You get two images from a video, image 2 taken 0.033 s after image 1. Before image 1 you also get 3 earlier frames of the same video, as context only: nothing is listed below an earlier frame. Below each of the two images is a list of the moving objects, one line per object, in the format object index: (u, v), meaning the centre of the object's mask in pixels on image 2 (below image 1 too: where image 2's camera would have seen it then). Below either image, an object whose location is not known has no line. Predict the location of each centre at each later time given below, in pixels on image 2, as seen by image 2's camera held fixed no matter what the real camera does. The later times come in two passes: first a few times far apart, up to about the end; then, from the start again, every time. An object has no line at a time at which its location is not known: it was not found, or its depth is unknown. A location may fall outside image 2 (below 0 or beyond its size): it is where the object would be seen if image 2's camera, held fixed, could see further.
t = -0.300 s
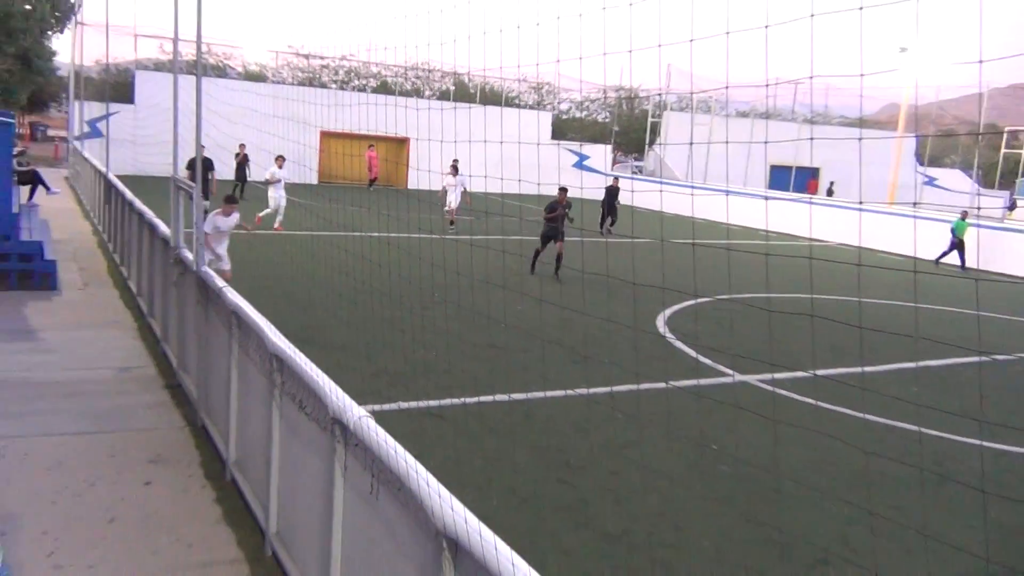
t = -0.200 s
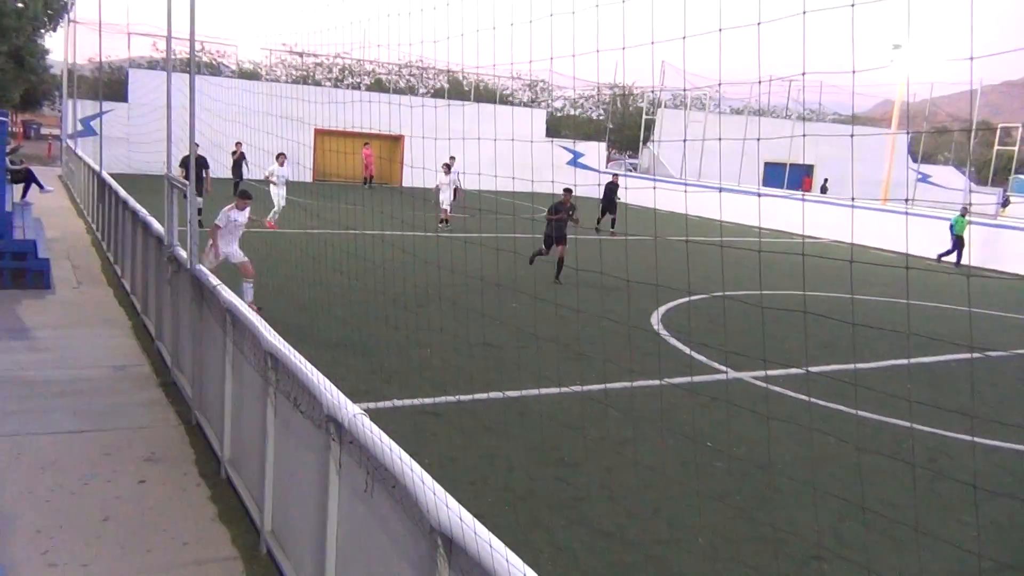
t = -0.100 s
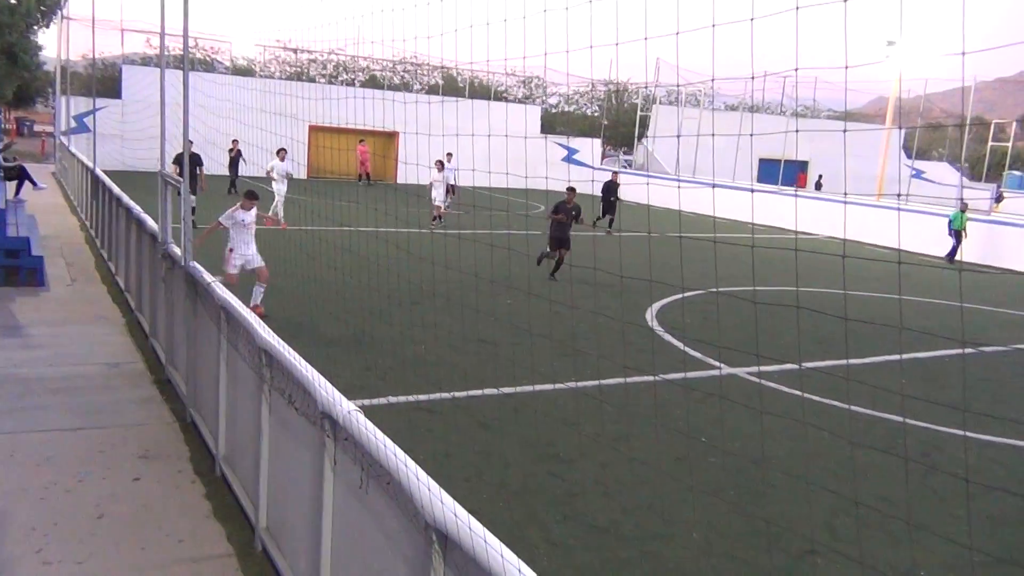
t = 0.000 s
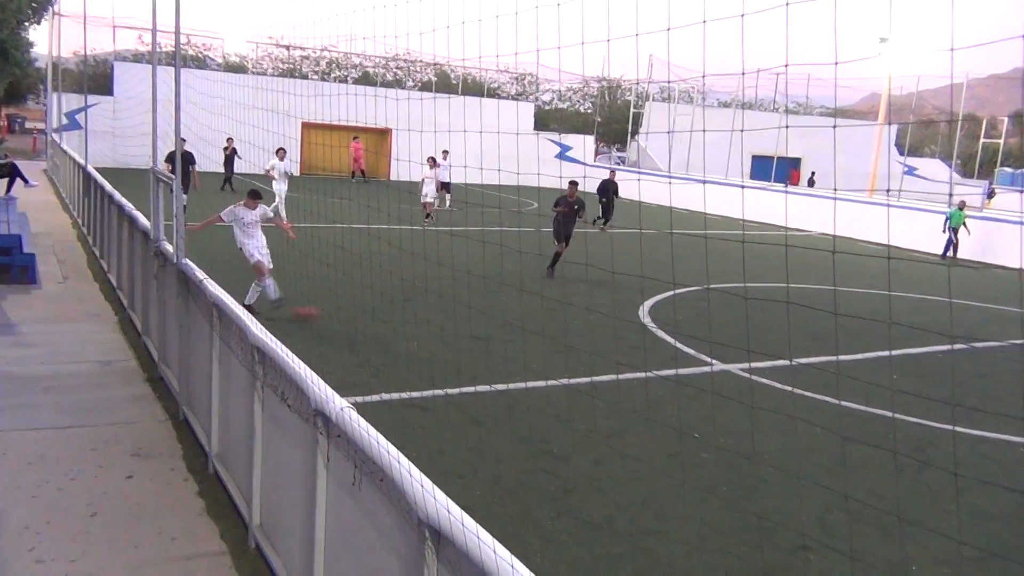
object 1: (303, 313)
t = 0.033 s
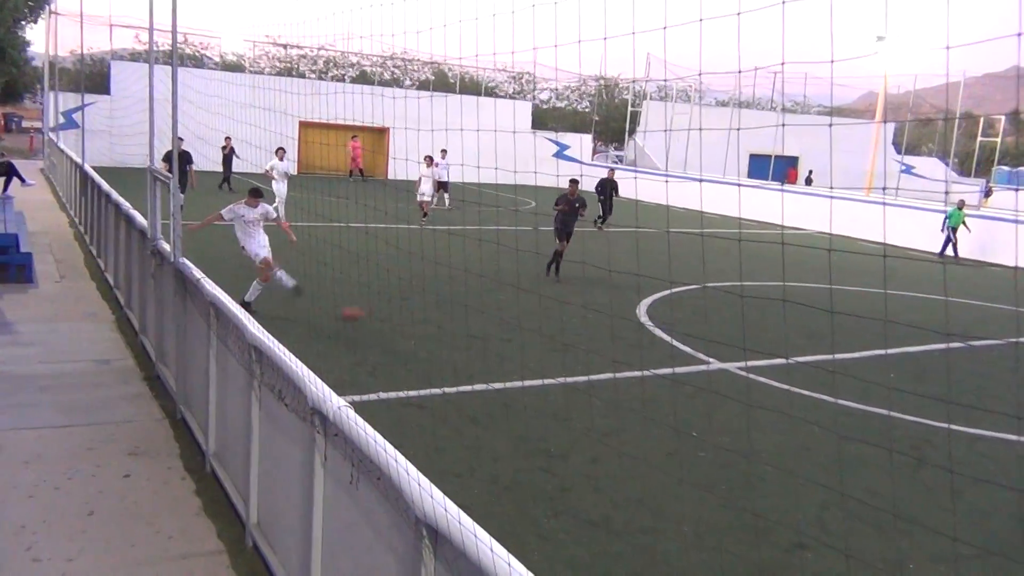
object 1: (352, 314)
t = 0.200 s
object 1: (597, 338)
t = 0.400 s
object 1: (869, 360)
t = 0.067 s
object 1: (402, 316)
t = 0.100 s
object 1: (451, 319)
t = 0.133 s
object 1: (502, 324)
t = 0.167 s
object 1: (547, 330)
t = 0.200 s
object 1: (597, 338)
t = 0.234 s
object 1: (645, 346)
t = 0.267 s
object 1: (692, 353)
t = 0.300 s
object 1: (736, 352)
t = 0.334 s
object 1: (781, 353)
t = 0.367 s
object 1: (825, 355)
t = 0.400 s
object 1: (869, 360)
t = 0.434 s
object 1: (913, 364)
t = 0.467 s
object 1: (956, 369)
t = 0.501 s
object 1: (998, 377)
